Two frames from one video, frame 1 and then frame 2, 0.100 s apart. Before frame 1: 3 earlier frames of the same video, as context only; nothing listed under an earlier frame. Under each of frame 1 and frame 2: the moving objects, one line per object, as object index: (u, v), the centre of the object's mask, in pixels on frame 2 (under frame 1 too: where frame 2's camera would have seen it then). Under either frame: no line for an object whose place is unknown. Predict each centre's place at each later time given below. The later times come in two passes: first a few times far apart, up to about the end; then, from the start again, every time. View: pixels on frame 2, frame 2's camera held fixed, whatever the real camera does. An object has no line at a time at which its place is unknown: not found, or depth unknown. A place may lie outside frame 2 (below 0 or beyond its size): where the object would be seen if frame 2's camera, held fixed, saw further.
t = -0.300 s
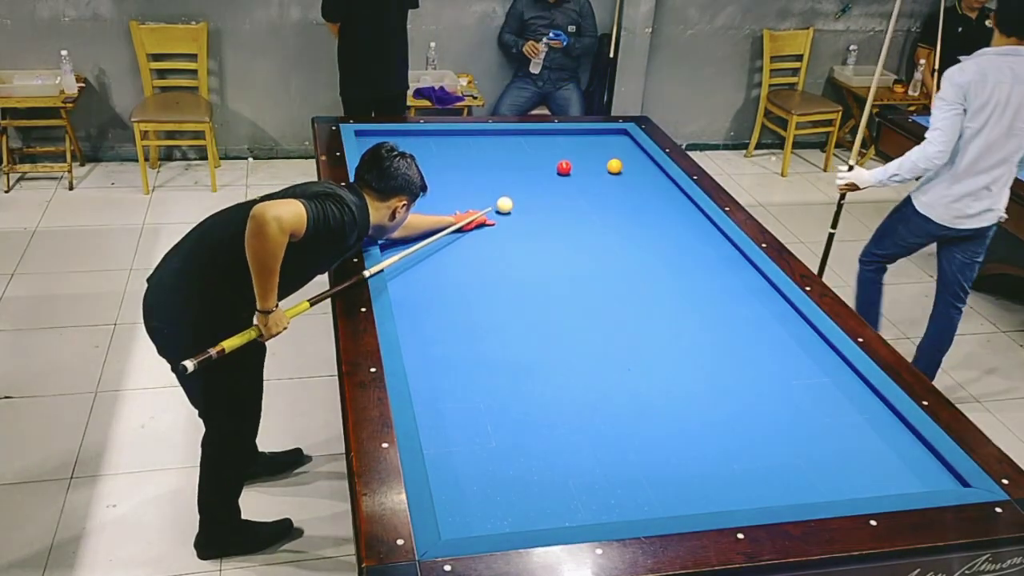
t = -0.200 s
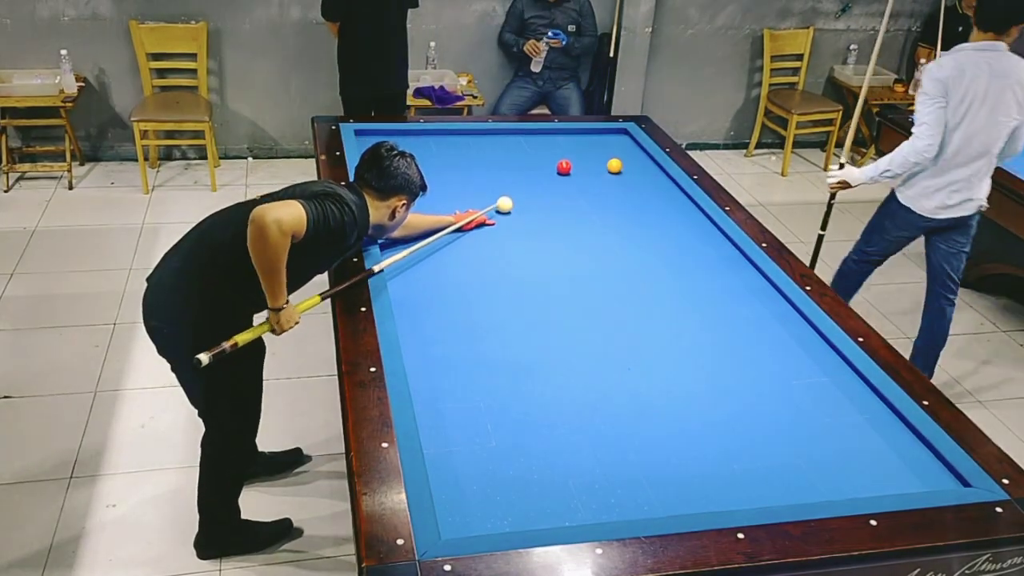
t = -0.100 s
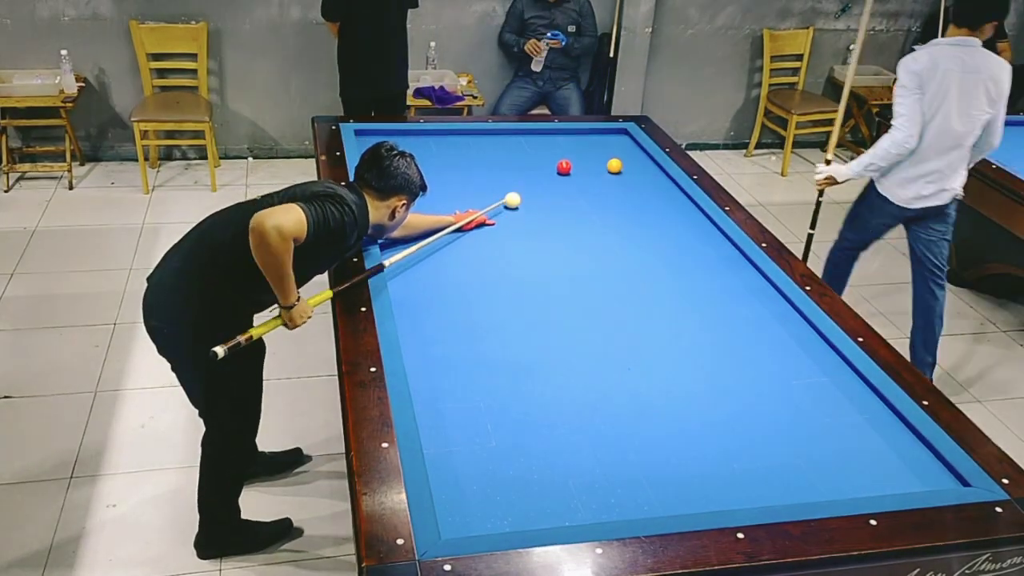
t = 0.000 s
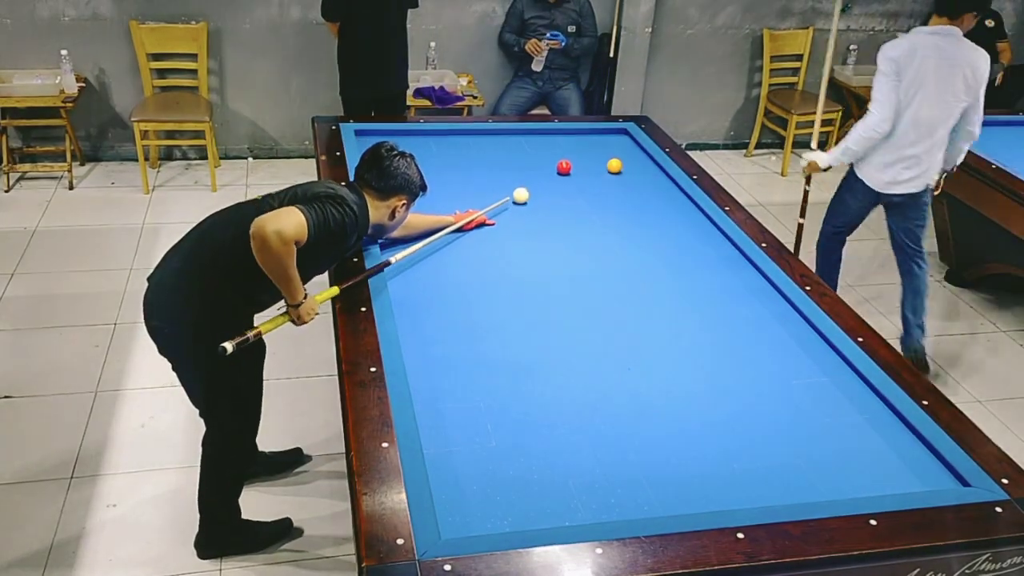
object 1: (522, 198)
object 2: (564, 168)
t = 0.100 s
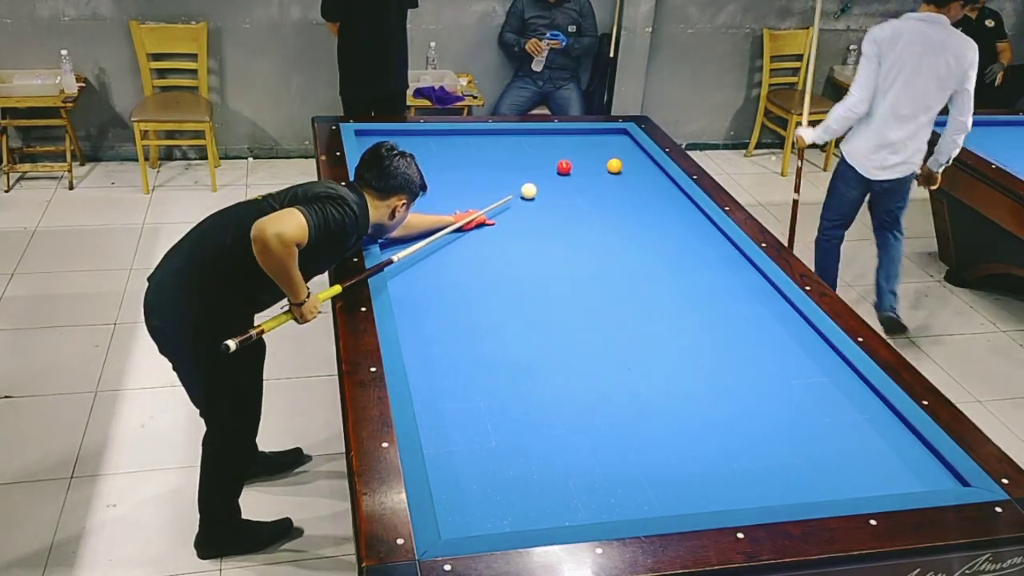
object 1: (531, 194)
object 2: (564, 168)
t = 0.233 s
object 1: (540, 187)
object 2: (564, 168)
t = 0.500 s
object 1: (559, 176)
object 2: (566, 166)
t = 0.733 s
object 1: (569, 172)
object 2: (568, 160)
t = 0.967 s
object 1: (580, 170)
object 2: (572, 156)
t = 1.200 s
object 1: (589, 169)
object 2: (576, 149)
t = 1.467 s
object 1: (599, 168)
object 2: (580, 144)
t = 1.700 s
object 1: (602, 167)
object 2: (583, 138)
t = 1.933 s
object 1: (603, 166)
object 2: (586, 133)
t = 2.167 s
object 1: (603, 165)
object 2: (593, 134)
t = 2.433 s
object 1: (604, 164)
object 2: (601, 137)
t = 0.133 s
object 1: (533, 192)
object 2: (564, 168)
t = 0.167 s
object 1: (535, 191)
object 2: (564, 168)
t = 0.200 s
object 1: (538, 189)
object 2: (564, 168)
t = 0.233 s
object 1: (540, 187)
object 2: (564, 168)
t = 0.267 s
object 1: (542, 185)
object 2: (564, 168)
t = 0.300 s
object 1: (545, 185)
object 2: (564, 168)
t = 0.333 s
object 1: (548, 183)
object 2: (564, 168)
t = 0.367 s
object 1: (551, 182)
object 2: (564, 168)
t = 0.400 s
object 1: (553, 181)
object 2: (564, 168)
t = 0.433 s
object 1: (555, 179)
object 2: (565, 168)
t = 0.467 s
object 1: (556, 177)
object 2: (565, 167)
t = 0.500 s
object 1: (559, 176)
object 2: (566, 166)
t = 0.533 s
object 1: (561, 174)
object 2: (566, 165)
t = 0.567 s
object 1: (563, 174)
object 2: (566, 164)
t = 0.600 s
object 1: (564, 173)
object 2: (567, 163)
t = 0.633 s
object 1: (565, 173)
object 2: (567, 162)
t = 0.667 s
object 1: (567, 173)
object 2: (567, 161)
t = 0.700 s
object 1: (568, 172)
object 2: (567, 161)
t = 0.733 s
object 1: (569, 172)
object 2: (568, 160)
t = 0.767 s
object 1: (571, 172)
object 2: (569, 159)
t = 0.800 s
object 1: (572, 171)
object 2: (569, 159)
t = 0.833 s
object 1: (574, 171)
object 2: (570, 158)
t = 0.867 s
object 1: (575, 171)
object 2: (570, 158)
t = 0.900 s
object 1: (577, 171)
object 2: (571, 157)
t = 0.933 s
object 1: (578, 170)
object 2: (572, 157)
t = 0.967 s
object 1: (580, 170)
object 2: (572, 156)
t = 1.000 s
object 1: (581, 170)
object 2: (573, 155)
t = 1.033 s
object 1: (582, 170)
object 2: (574, 154)
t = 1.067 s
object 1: (583, 170)
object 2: (574, 153)
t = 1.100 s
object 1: (585, 169)
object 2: (575, 152)
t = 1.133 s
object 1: (586, 169)
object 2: (575, 151)
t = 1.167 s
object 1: (588, 169)
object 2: (576, 151)
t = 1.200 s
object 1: (589, 169)
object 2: (576, 149)
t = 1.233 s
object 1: (590, 169)
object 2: (577, 148)
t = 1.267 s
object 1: (591, 169)
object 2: (577, 148)
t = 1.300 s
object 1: (593, 168)
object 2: (578, 147)
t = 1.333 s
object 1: (595, 168)
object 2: (578, 146)
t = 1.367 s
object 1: (596, 168)
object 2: (579, 145)
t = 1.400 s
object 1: (597, 168)
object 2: (579, 145)
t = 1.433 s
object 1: (598, 168)
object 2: (580, 144)
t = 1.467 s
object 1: (599, 168)
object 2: (580, 144)
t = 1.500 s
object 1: (600, 167)
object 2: (581, 142)
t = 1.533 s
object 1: (601, 167)
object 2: (581, 142)
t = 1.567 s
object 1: (601, 167)
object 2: (582, 141)
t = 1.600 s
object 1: (601, 167)
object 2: (582, 140)
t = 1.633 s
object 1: (601, 167)
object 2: (583, 139)
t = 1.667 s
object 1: (602, 167)
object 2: (583, 139)
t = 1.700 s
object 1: (602, 167)
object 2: (583, 138)
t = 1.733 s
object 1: (602, 167)
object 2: (584, 138)
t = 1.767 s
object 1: (602, 166)
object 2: (584, 136)
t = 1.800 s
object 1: (602, 166)
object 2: (585, 136)
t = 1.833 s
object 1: (602, 166)
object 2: (585, 134)
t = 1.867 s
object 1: (602, 166)
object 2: (586, 134)
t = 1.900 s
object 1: (602, 166)
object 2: (586, 134)
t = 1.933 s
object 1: (603, 166)
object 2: (586, 133)
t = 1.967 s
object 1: (603, 166)
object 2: (587, 132)
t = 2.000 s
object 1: (603, 166)
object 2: (588, 133)
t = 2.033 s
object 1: (603, 165)
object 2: (589, 133)
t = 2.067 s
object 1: (603, 165)
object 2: (590, 133)
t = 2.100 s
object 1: (603, 165)
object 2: (591, 134)
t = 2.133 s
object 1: (603, 165)
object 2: (592, 134)
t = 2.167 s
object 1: (603, 165)
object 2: (593, 134)
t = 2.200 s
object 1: (603, 165)
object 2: (594, 135)
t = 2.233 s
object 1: (603, 165)
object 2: (595, 135)
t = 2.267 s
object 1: (603, 165)
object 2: (596, 135)
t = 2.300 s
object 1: (603, 165)
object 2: (597, 136)
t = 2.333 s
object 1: (604, 165)
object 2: (598, 136)
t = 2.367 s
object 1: (604, 165)
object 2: (599, 136)
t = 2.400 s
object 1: (604, 165)
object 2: (600, 136)
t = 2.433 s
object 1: (604, 164)
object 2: (601, 137)
